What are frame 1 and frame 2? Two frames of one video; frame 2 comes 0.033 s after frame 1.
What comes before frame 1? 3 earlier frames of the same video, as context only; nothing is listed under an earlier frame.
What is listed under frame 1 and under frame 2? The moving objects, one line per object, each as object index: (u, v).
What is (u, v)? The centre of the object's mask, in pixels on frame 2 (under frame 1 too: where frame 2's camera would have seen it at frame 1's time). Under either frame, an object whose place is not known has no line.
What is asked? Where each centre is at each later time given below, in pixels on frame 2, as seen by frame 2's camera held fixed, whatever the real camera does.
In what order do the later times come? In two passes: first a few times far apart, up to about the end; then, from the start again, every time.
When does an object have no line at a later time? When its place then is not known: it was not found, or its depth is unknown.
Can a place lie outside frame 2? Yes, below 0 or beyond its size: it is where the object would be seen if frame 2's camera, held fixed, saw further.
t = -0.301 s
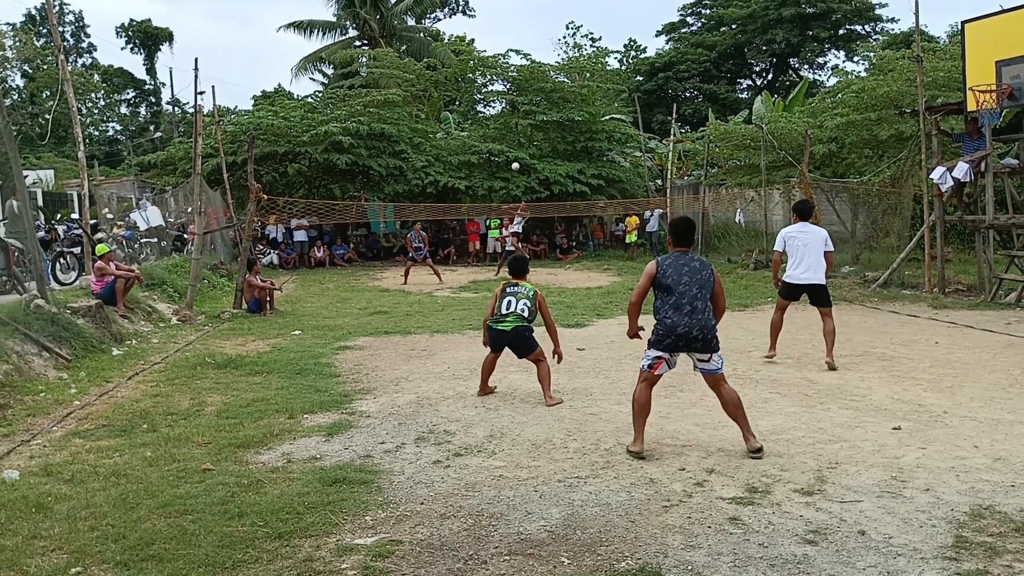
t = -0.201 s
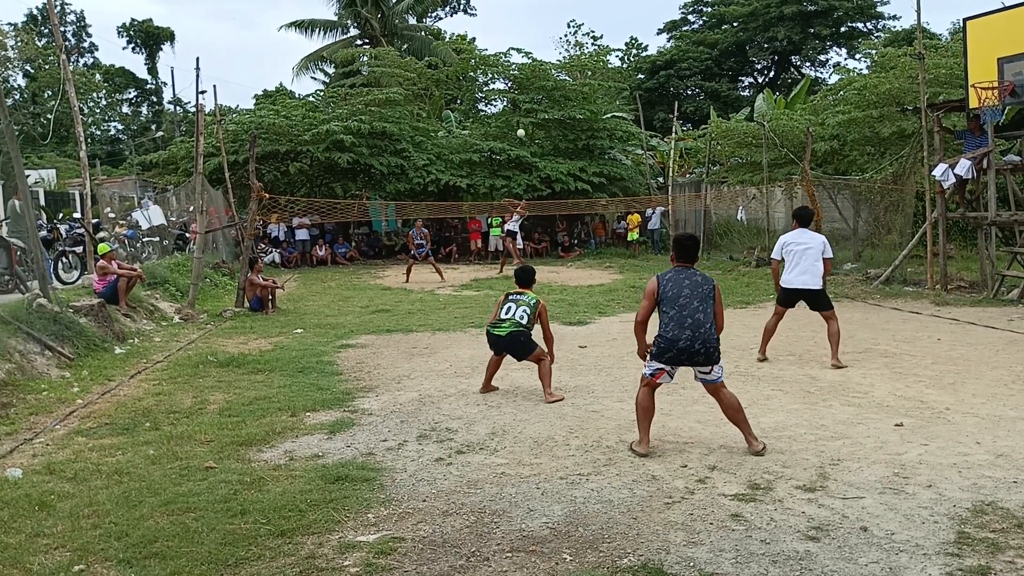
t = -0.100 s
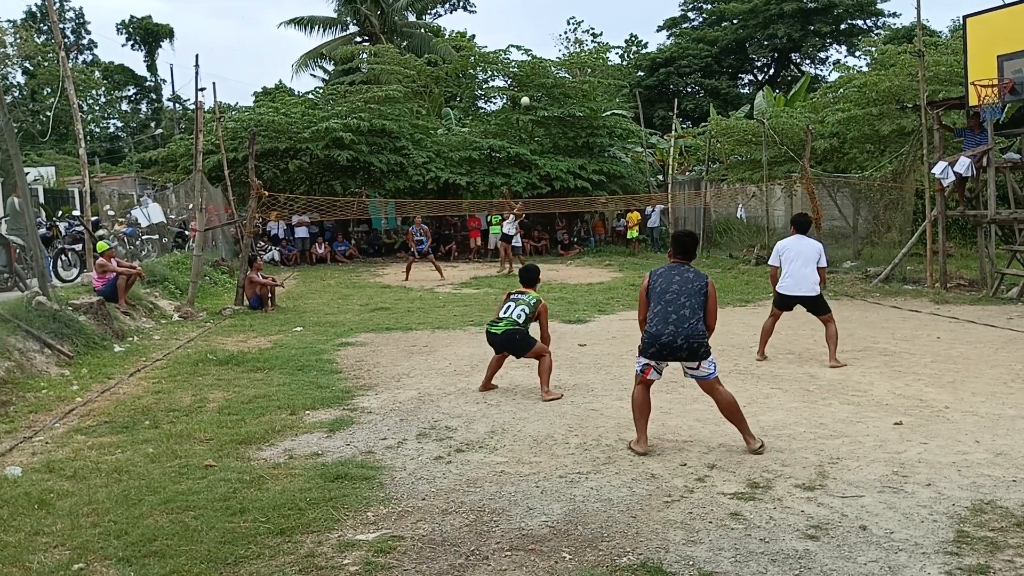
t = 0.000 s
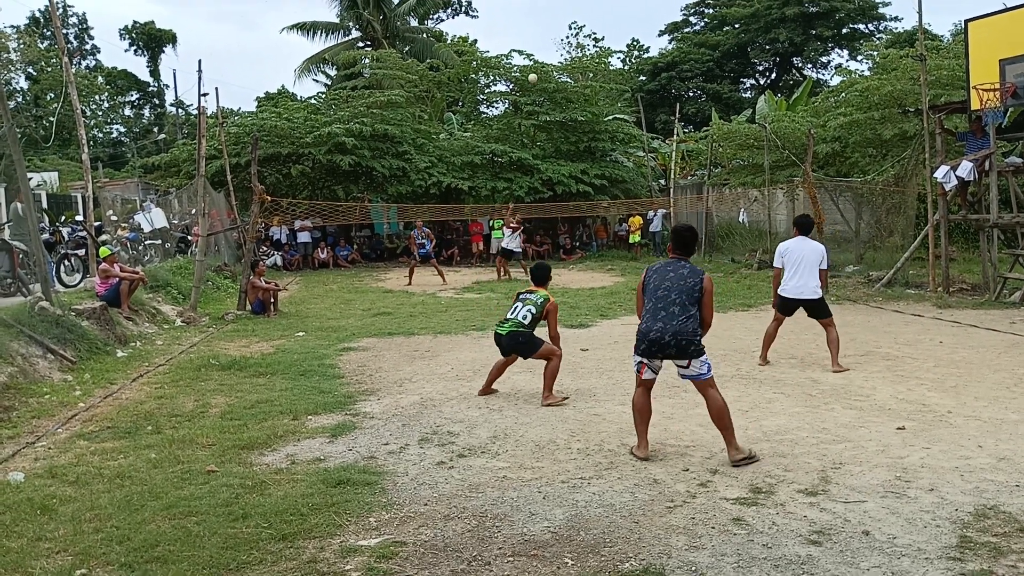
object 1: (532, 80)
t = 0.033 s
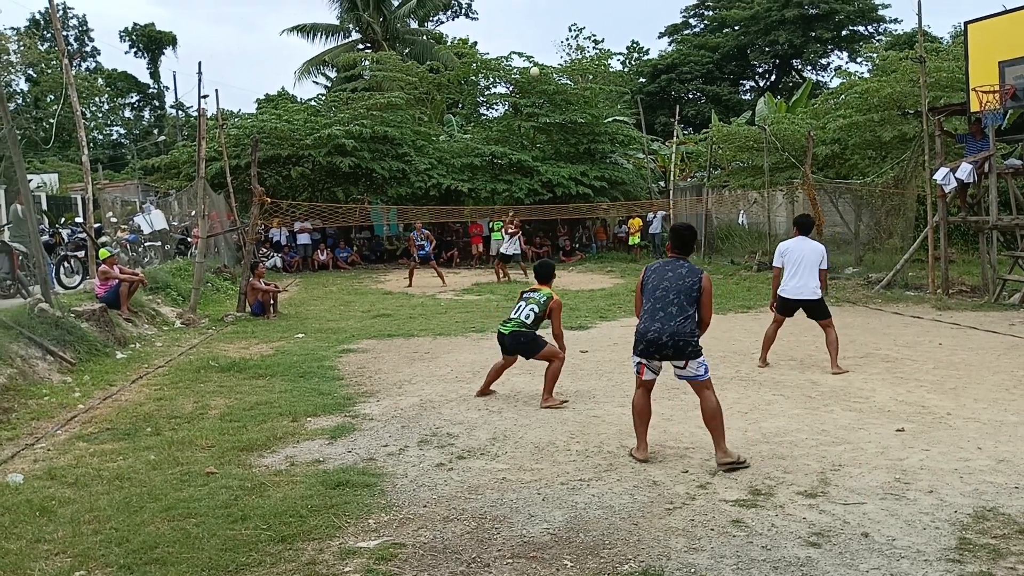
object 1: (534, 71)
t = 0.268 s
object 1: (553, 25)
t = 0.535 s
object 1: (584, 8)
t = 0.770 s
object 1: (624, 45)
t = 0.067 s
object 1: (536, 63)
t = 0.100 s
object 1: (539, 57)
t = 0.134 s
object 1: (541, 50)
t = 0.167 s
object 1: (544, 42)
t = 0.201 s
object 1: (546, 36)
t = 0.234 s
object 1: (549, 30)
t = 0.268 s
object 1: (553, 25)
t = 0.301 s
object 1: (555, 20)
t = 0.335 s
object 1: (559, 17)
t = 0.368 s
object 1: (563, 13)
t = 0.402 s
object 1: (566, 11)
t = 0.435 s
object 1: (570, 9)
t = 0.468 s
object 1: (574, 8)
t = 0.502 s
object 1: (579, 7)
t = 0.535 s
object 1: (584, 8)
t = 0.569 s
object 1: (588, 10)
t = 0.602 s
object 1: (594, 13)
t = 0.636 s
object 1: (599, 17)
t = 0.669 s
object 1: (605, 22)
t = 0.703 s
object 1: (611, 28)
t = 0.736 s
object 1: (617, 36)
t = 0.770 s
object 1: (624, 45)
